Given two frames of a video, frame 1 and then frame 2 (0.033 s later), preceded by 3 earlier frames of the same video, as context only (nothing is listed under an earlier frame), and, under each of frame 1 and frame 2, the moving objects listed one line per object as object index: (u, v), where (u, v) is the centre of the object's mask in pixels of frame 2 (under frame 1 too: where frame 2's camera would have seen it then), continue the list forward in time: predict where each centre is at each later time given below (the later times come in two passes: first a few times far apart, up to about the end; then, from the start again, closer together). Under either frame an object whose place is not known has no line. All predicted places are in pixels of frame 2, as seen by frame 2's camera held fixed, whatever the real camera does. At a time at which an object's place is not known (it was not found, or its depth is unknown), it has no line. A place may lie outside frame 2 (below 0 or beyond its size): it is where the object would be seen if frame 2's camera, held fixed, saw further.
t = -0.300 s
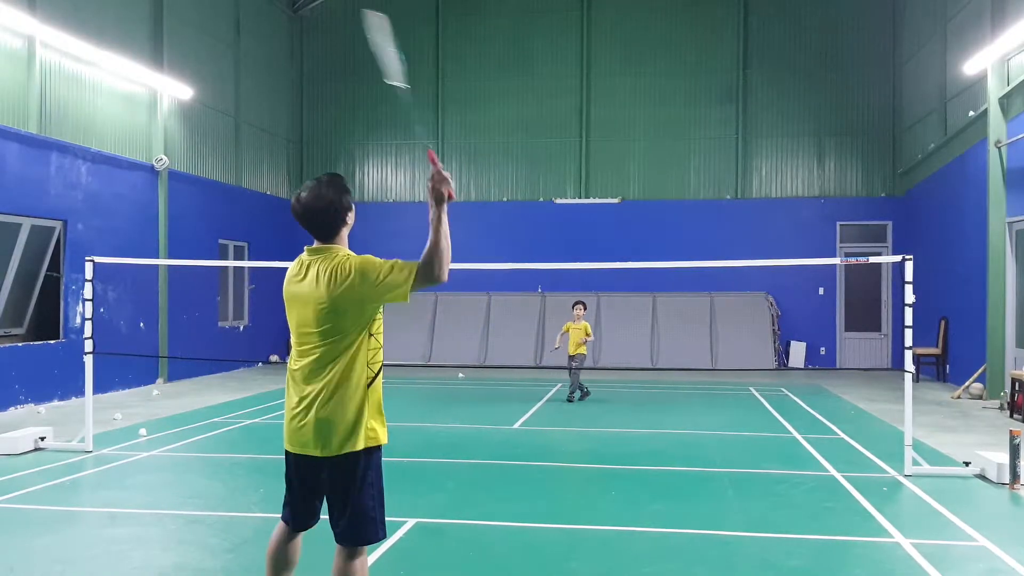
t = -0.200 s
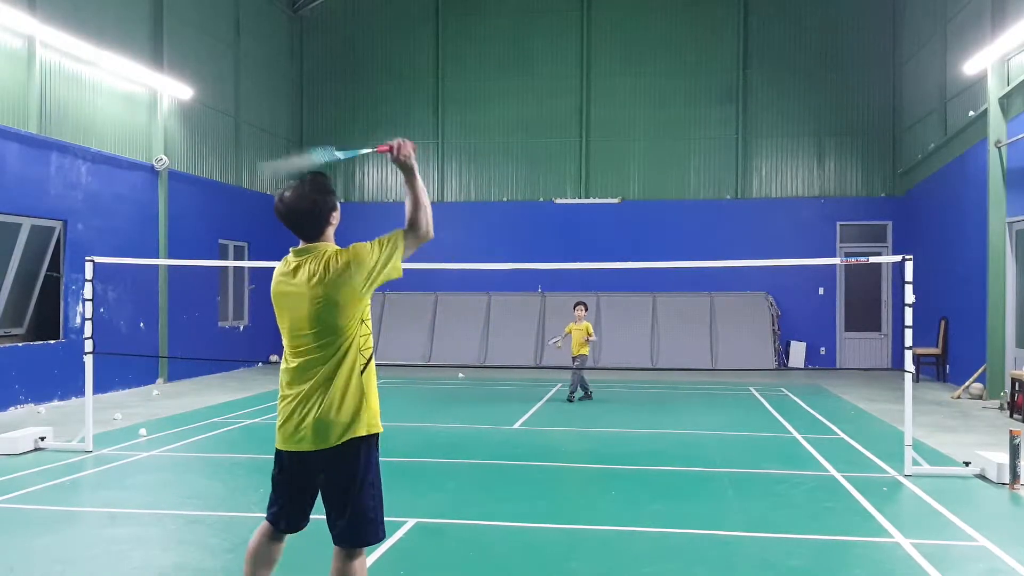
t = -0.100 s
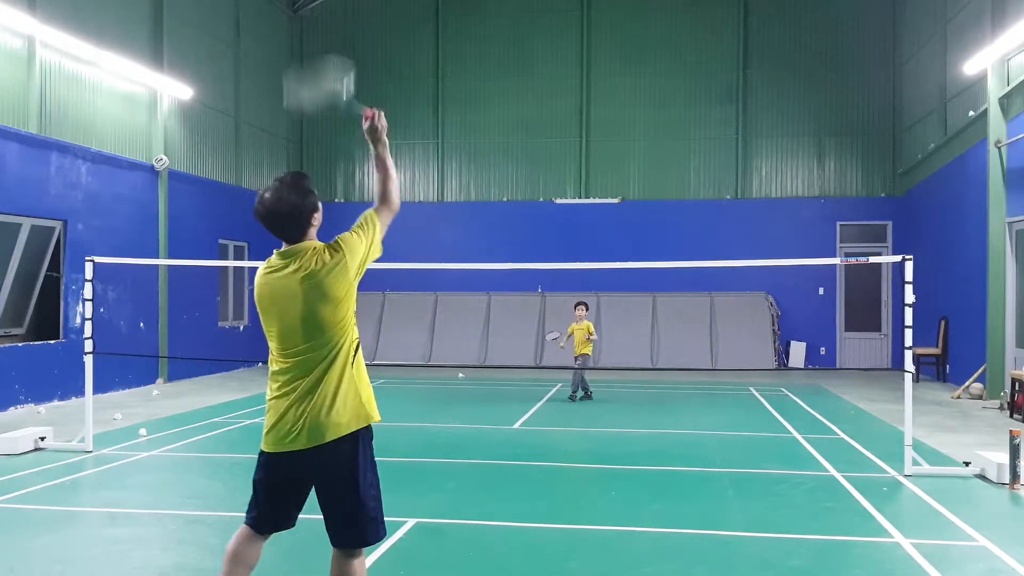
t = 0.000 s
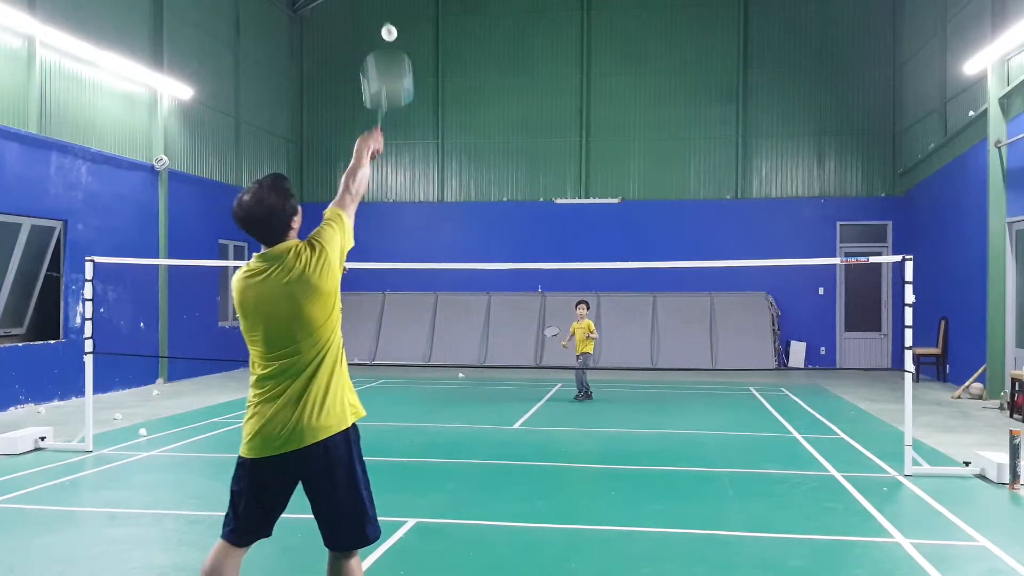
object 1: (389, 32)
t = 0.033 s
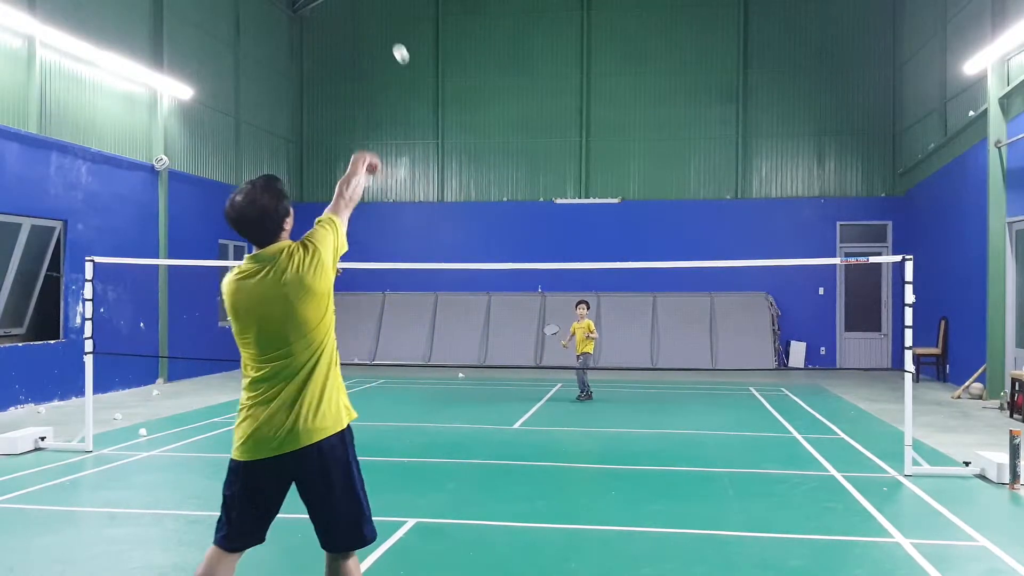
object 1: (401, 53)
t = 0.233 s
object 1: (434, 144)
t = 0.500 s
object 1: (449, 226)
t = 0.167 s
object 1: (428, 121)
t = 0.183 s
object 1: (429, 128)
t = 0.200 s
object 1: (431, 134)
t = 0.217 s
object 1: (433, 139)
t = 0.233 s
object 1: (434, 144)
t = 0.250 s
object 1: (436, 149)
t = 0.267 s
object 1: (437, 155)
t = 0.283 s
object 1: (438, 160)
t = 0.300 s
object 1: (439, 165)
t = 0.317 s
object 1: (440, 170)
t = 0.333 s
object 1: (441, 175)
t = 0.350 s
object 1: (442, 180)
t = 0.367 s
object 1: (443, 185)
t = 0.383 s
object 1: (443, 190)
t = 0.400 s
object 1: (444, 195)
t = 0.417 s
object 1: (445, 200)
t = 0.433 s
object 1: (446, 205)
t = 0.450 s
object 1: (447, 210)
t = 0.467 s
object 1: (448, 216)
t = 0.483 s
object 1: (448, 220)
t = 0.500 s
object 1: (449, 226)
